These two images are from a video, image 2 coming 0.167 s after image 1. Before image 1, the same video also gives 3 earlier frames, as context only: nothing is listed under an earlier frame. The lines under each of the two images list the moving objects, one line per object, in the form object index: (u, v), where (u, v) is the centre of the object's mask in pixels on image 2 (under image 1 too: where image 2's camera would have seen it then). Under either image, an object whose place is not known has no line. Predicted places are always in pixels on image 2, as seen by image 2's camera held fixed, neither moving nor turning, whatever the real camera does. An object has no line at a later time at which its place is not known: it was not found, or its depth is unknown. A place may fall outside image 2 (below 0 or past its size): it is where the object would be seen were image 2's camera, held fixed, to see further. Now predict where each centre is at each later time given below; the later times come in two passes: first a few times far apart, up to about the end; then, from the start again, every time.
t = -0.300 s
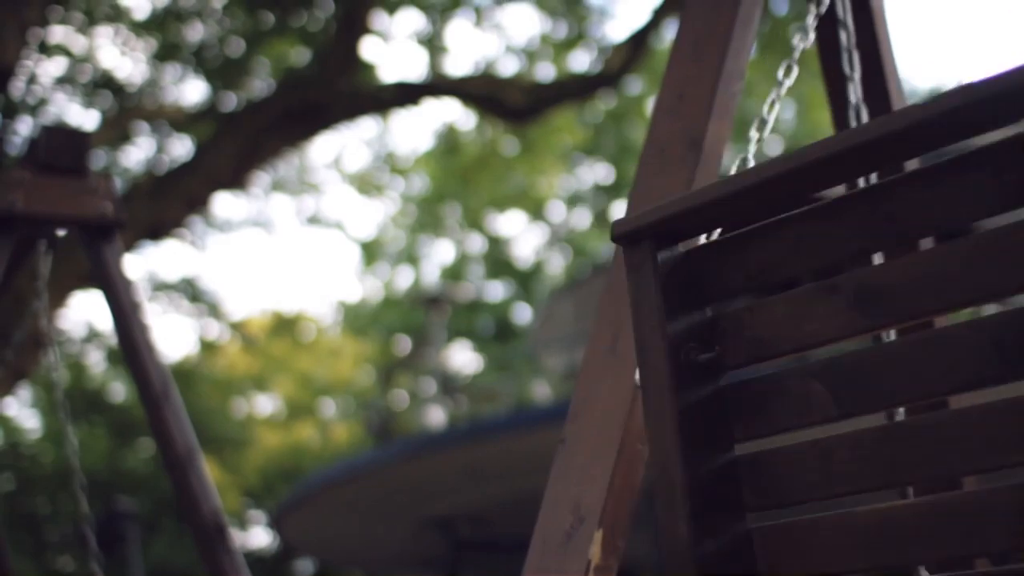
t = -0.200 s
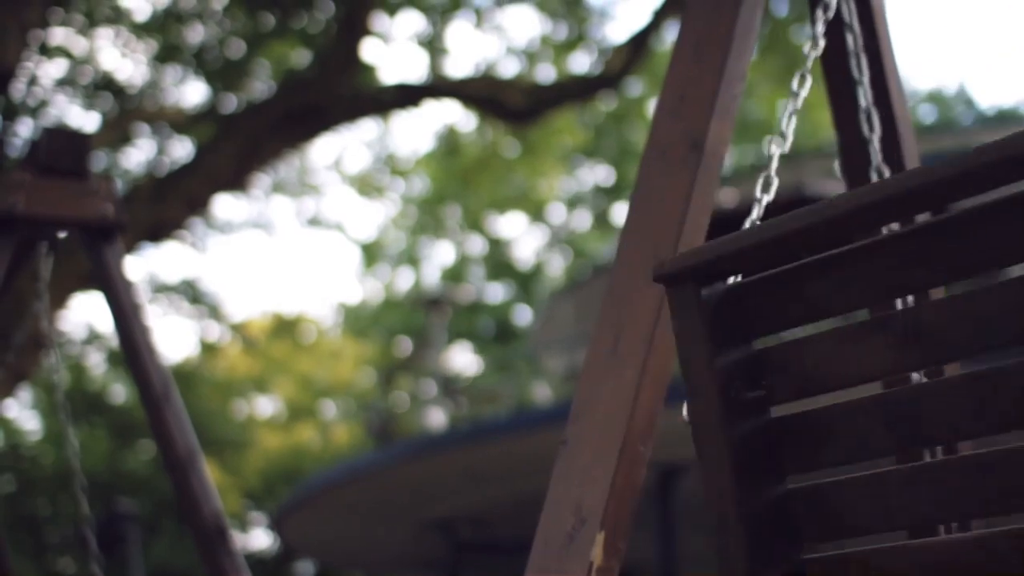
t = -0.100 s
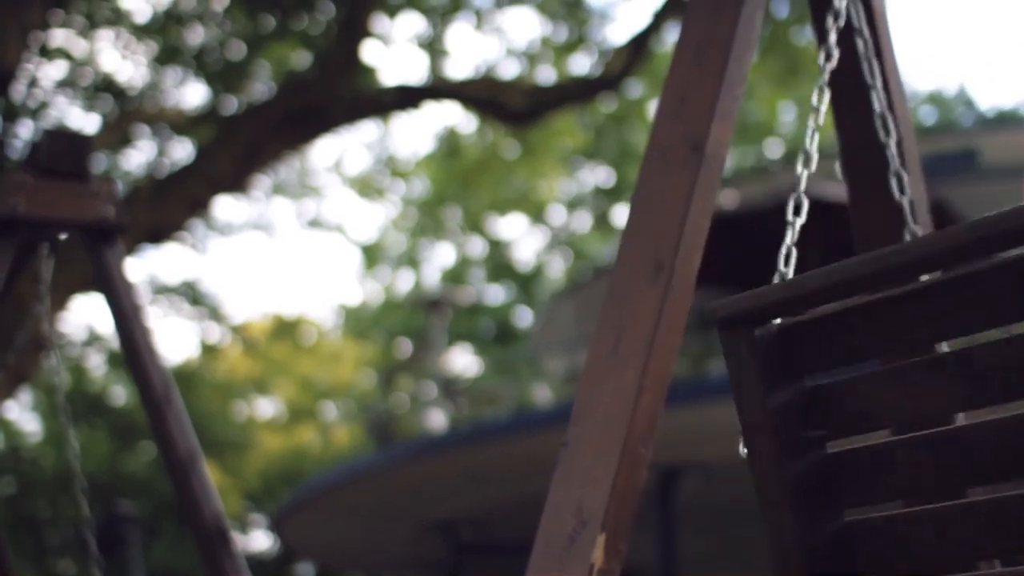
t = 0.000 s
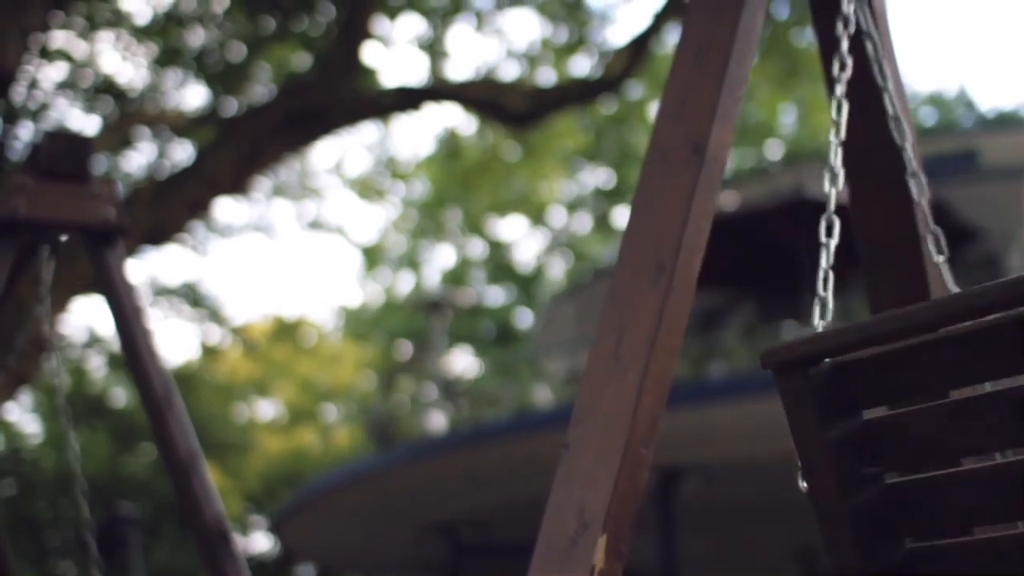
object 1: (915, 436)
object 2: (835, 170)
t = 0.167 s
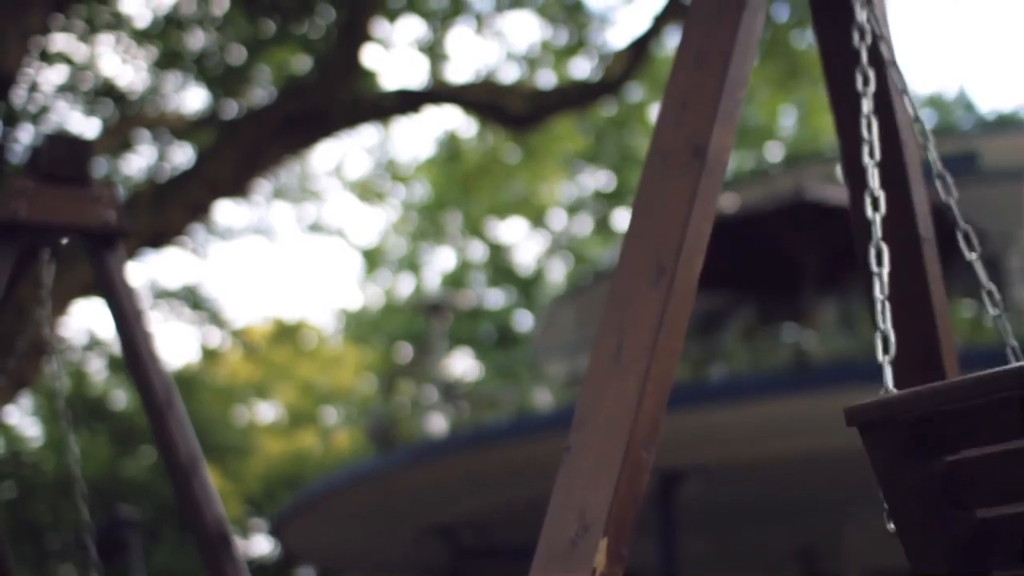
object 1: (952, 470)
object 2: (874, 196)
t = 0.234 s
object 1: (962, 479)
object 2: (887, 204)
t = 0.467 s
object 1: (982, 492)
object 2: (909, 218)
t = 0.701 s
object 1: (967, 494)
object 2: (894, 214)
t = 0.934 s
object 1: (925, 471)
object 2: (853, 194)
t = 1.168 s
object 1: (870, 413)
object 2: (804, 150)
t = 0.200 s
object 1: (958, 475)
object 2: (881, 200)
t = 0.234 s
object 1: (962, 479)
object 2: (887, 204)
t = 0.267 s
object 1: (968, 482)
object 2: (893, 206)
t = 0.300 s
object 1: (972, 484)
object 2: (897, 210)
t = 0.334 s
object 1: (976, 486)
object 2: (901, 211)
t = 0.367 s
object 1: (979, 488)
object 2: (904, 215)
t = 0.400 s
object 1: (981, 489)
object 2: (907, 216)
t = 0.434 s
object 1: (982, 491)
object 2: (909, 217)
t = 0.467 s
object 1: (982, 492)
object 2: (909, 218)
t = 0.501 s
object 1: (982, 493)
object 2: (909, 218)
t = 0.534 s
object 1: (982, 494)
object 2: (909, 219)
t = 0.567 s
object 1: (981, 495)
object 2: (908, 219)
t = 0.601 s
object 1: (979, 495)
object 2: (905, 218)
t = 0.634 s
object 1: (975, 495)
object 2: (902, 216)
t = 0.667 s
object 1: (971, 494)
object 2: (899, 215)
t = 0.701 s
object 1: (967, 494)
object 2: (894, 214)
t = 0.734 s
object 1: (963, 492)
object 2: (889, 214)
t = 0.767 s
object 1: (957, 490)
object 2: (884, 214)
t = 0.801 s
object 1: (951, 487)
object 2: (878, 211)
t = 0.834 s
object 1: (945, 484)
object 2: (871, 207)
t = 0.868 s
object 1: (939, 480)
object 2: (865, 204)
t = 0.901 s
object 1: (932, 475)
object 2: (859, 198)
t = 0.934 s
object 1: (925, 471)
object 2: (853, 194)
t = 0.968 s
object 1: (917, 464)
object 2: (845, 189)
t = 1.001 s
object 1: (910, 457)
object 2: (837, 184)
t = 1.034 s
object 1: (902, 449)
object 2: (830, 178)
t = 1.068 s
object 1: (894, 440)
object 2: (823, 173)
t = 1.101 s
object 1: (887, 432)
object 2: (817, 167)
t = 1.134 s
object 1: (879, 423)
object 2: (811, 158)
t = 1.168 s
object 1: (870, 413)
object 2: (804, 150)
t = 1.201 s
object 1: (861, 401)
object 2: (799, 141)
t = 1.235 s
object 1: (853, 388)
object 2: (795, 131)
